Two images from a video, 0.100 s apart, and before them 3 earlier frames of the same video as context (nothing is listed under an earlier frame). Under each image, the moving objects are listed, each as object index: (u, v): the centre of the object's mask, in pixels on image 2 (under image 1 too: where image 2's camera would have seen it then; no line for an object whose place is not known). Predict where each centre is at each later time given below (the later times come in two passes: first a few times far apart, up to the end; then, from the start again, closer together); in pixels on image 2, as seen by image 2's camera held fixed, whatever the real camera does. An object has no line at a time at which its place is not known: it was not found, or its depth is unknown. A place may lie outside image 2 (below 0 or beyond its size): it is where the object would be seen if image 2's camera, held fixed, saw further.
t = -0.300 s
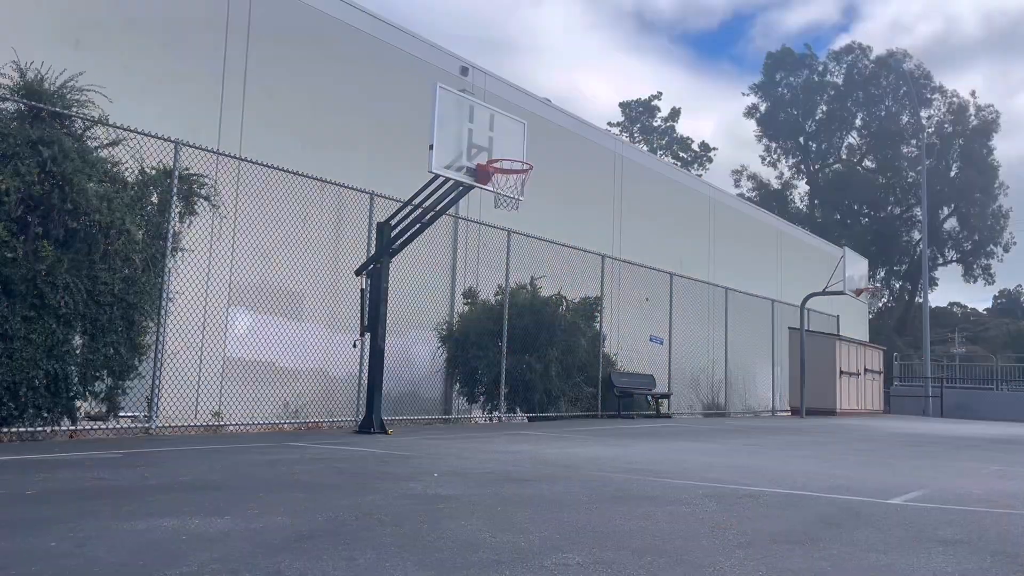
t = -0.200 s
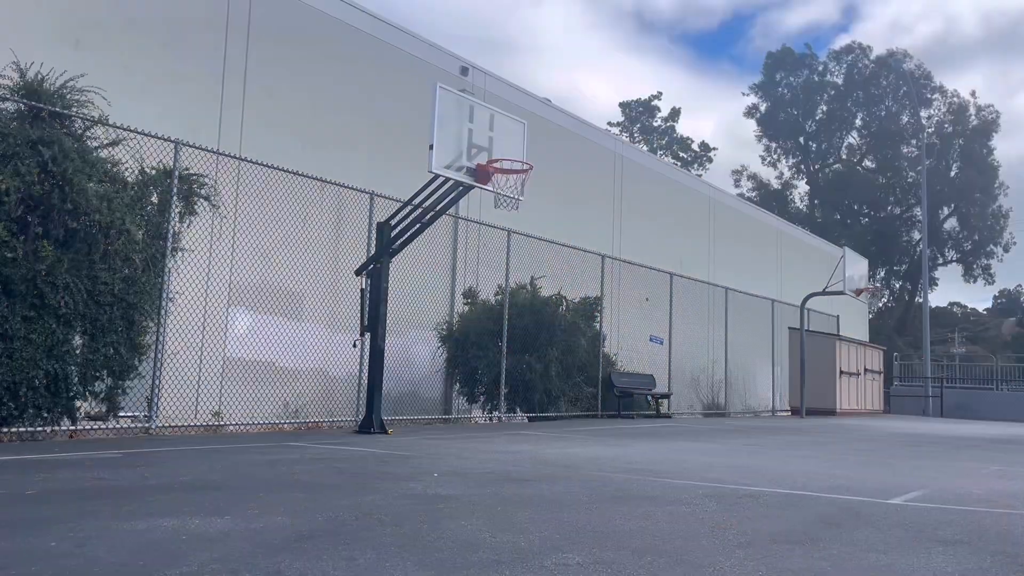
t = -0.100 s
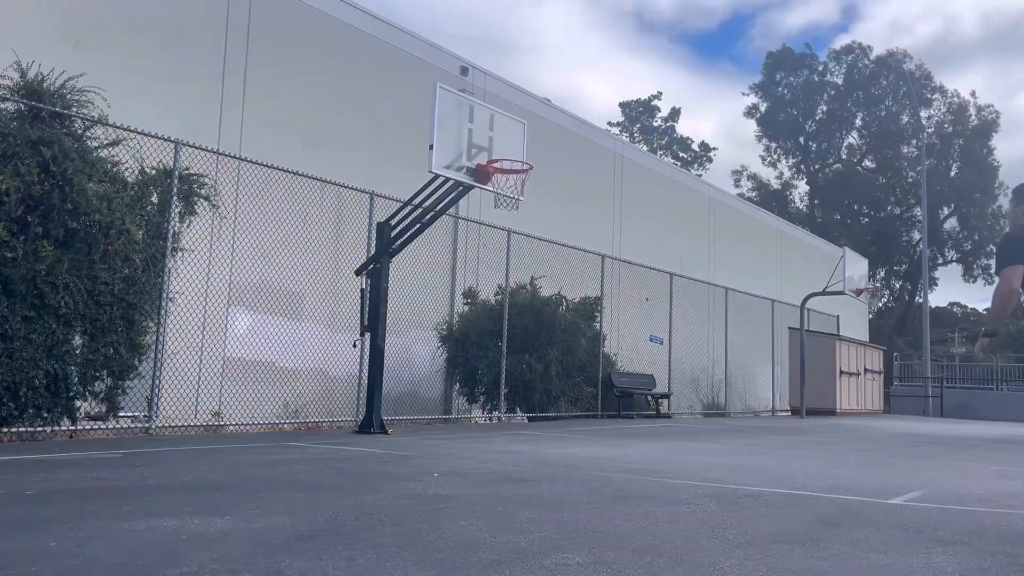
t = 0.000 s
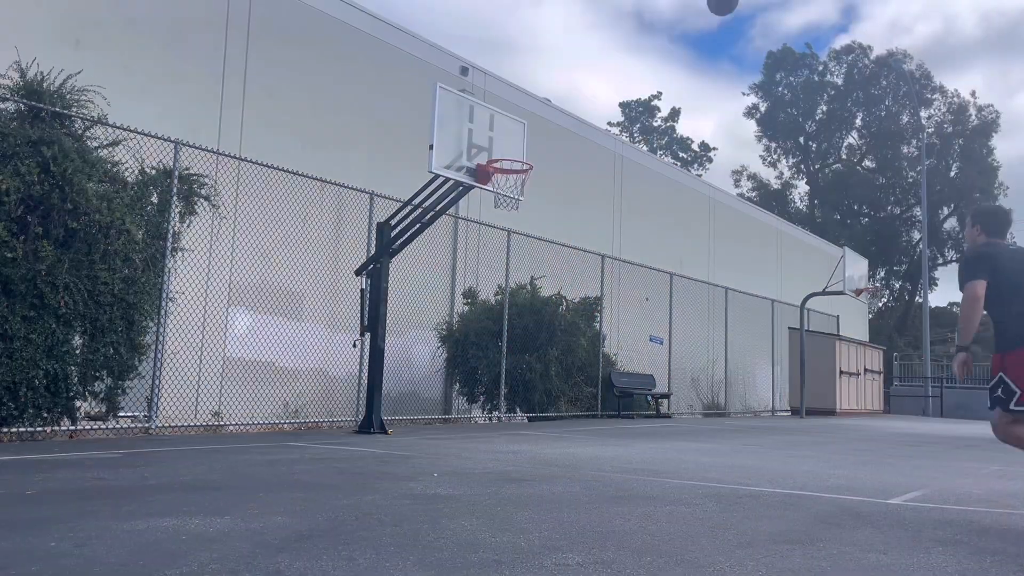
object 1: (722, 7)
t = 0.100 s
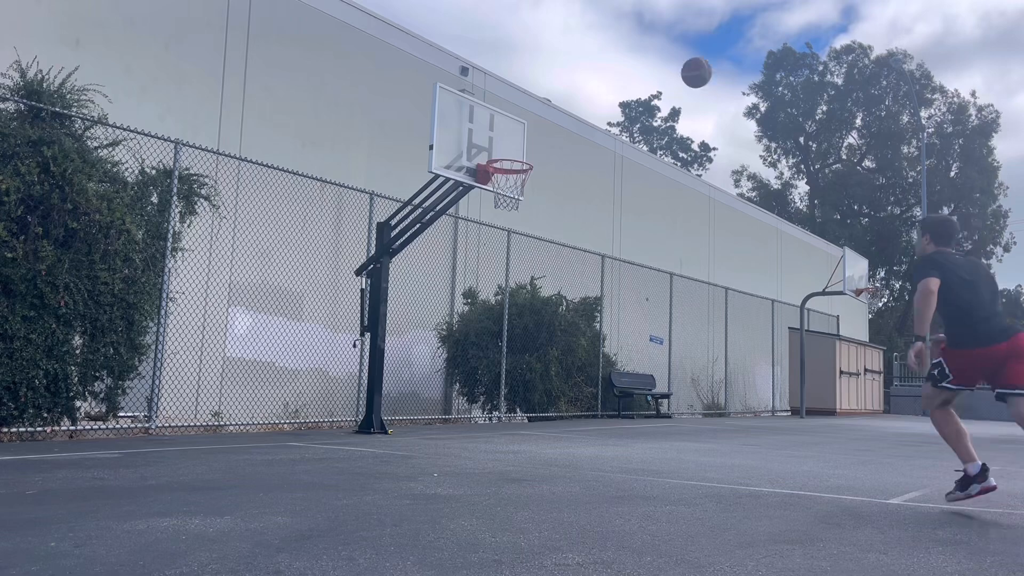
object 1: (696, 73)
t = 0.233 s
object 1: (663, 181)
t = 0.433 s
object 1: (617, 362)
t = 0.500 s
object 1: (600, 427)
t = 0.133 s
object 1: (688, 98)
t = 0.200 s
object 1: (671, 152)
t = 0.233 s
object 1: (663, 181)
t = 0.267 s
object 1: (654, 209)
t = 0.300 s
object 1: (647, 238)
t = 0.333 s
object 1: (638, 268)
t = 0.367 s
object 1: (630, 299)
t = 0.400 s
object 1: (623, 330)
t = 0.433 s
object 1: (617, 362)
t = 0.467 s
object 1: (608, 394)
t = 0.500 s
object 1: (600, 427)
